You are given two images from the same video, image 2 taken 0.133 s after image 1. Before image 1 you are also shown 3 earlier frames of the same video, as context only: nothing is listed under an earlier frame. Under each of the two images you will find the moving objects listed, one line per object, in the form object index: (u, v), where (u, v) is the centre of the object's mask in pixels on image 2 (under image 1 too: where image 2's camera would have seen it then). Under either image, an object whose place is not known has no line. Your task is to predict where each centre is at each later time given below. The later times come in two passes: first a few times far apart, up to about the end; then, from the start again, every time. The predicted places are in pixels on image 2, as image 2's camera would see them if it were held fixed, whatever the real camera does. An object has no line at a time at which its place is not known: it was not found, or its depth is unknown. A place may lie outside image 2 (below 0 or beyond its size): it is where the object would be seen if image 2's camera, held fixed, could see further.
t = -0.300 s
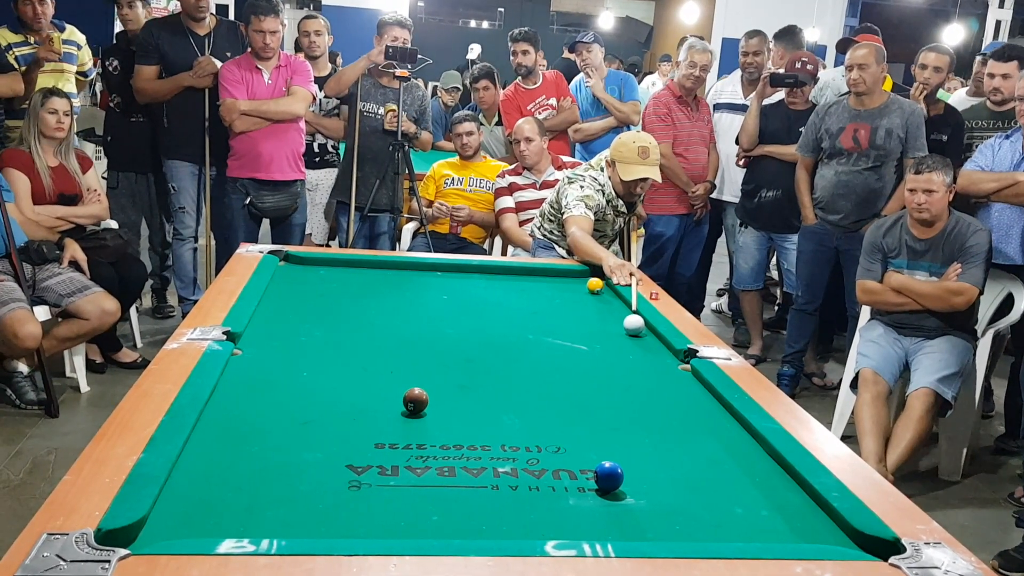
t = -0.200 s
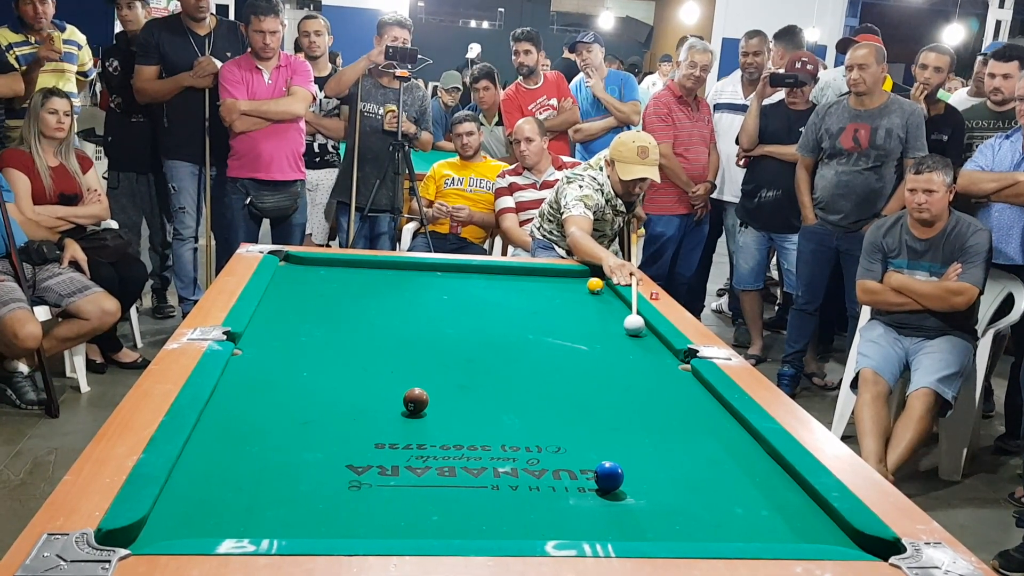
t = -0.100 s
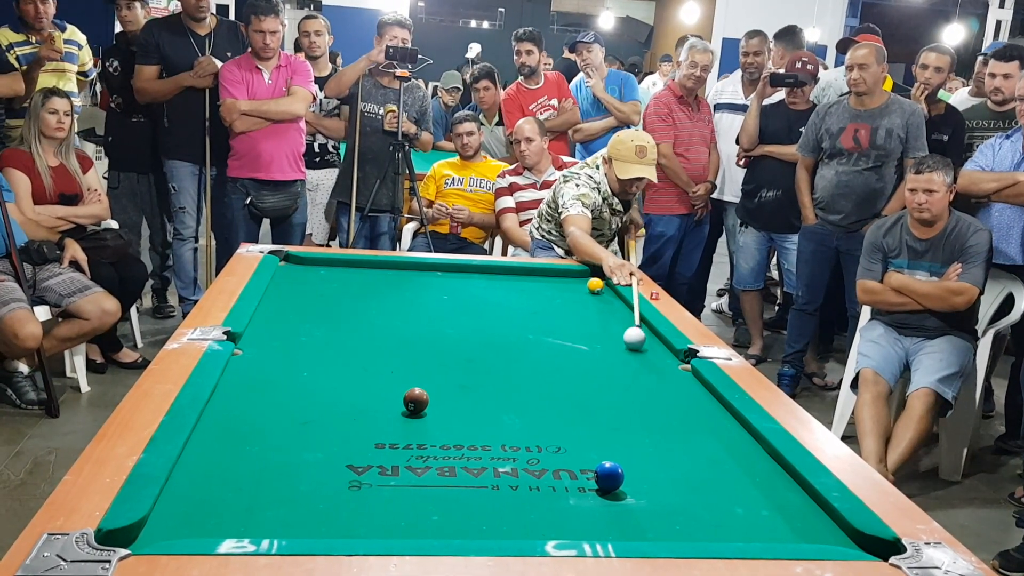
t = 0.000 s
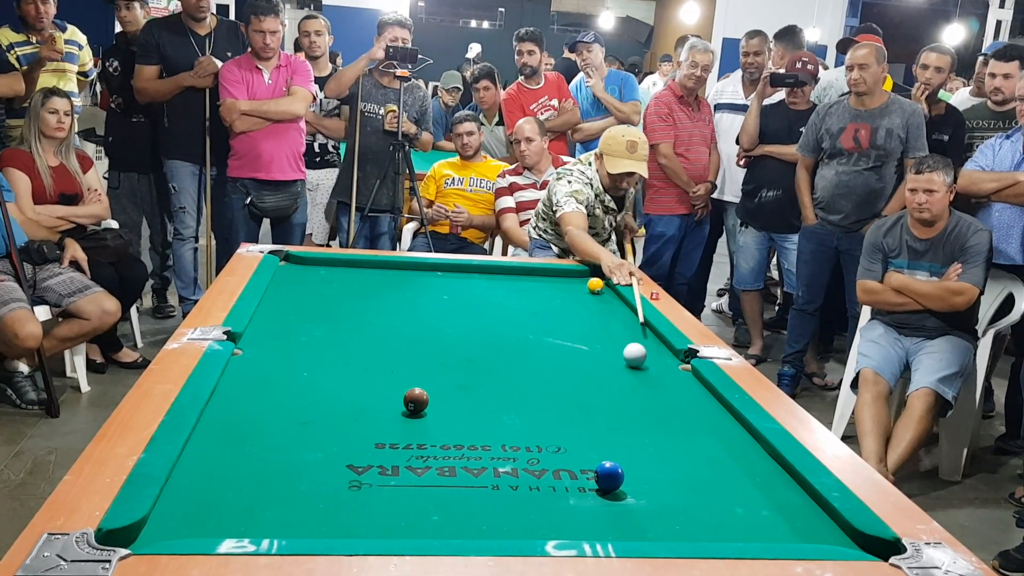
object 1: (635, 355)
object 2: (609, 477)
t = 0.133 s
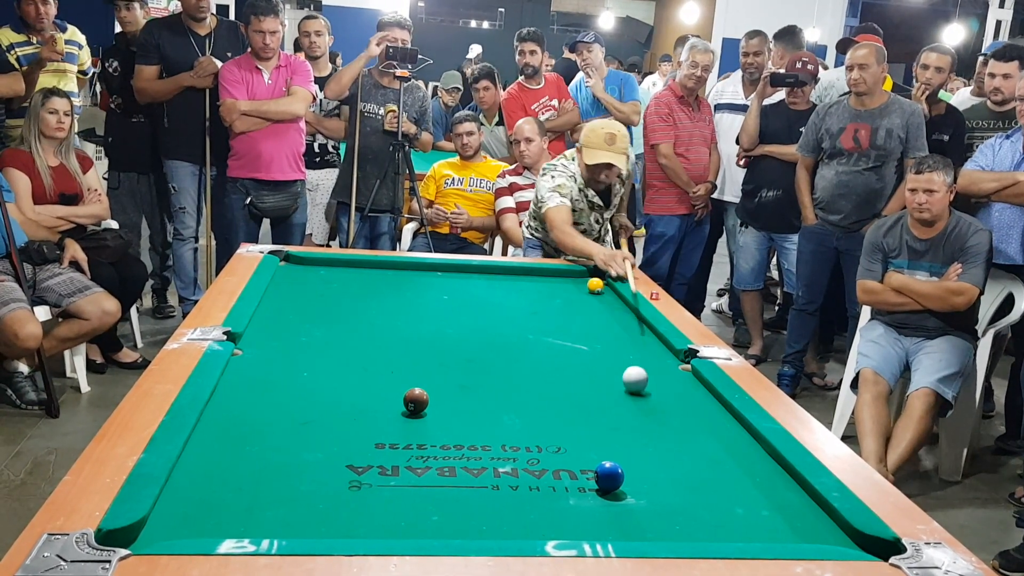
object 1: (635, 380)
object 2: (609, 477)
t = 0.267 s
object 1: (636, 408)
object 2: (609, 477)
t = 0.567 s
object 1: (654, 493)
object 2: (584, 480)
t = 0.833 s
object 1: (663, 500)
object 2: (514, 491)
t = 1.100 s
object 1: (642, 458)
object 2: (444, 501)
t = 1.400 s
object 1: (623, 421)
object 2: (365, 513)
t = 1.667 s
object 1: (610, 395)
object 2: (297, 523)
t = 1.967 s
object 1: (597, 371)
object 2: (222, 528)
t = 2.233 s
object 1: (588, 354)
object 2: (170, 528)
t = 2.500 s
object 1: (581, 339)
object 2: (162, 530)
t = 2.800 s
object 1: (576, 325)
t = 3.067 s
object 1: (573, 315)
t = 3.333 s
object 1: (571, 307)
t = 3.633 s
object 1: (569, 299)
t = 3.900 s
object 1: (566, 293)
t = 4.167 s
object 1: (563, 287)
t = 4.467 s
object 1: (559, 283)
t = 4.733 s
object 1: (555, 279)
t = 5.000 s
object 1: (552, 276)
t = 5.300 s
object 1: (549, 274)
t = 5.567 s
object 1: (547, 273)
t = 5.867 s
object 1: (546, 272)
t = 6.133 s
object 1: (546, 272)
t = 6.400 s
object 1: (547, 272)
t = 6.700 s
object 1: (546, 272)
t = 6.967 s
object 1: (547, 272)
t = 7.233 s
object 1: (546, 272)
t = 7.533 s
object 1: (547, 272)
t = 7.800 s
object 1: (547, 272)
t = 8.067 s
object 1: (547, 272)
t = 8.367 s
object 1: (547, 272)
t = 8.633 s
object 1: (547, 272)
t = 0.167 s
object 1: (635, 387)
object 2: (609, 477)
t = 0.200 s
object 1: (635, 393)
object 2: (608, 477)
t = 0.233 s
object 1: (635, 401)
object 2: (609, 477)
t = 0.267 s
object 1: (636, 408)
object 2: (609, 477)
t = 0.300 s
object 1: (636, 416)
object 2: (609, 477)
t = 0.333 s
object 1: (636, 425)
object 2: (608, 477)
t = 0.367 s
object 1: (636, 433)
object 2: (608, 477)
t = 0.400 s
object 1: (637, 443)
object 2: (609, 477)
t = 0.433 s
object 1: (637, 452)
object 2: (609, 477)
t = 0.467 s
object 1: (637, 462)
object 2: (609, 477)
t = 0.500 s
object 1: (638, 473)
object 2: (607, 476)
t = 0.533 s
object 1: (647, 482)
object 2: (595, 478)
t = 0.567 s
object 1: (654, 493)
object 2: (584, 480)
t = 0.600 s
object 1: (661, 505)
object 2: (575, 482)
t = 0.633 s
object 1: (669, 516)
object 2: (566, 483)
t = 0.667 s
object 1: (677, 526)
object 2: (558, 484)
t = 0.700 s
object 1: (680, 528)
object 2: (549, 485)
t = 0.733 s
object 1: (675, 522)
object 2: (540, 486)
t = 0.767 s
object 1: (670, 514)
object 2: (531, 488)
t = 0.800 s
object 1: (666, 507)
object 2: (522, 489)
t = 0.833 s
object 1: (663, 500)
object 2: (514, 491)
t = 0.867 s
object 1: (660, 494)
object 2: (505, 492)
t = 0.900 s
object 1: (657, 489)
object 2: (496, 493)
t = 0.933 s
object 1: (655, 483)
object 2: (487, 495)
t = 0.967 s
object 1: (652, 478)
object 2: (479, 496)
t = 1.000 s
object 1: (649, 472)
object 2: (470, 497)
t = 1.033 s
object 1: (647, 467)
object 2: (461, 499)
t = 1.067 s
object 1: (644, 462)
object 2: (452, 500)
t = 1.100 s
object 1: (642, 458)
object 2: (444, 501)
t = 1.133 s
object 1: (639, 453)
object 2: (435, 503)
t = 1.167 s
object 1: (637, 449)
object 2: (426, 504)
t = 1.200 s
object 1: (635, 444)
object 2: (417, 505)
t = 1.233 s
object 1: (633, 440)
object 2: (408, 507)
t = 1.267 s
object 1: (631, 436)
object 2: (400, 508)
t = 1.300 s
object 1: (629, 432)
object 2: (391, 510)
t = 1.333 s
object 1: (627, 428)
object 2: (382, 511)
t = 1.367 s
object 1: (625, 425)
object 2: (374, 512)
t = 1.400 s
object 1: (623, 421)
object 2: (365, 513)
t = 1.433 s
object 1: (621, 417)
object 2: (356, 515)
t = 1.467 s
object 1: (619, 414)
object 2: (348, 516)
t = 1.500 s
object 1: (618, 410)
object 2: (339, 517)
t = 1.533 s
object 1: (616, 407)
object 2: (331, 518)
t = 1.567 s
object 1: (614, 404)
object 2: (322, 520)
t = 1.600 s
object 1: (613, 401)
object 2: (314, 521)
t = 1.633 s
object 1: (611, 398)
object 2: (305, 522)
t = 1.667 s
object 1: (610, 395)
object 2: (297, 523)
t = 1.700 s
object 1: (608, 392)
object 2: (288, 523)
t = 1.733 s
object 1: (607, 389)
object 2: (280, 524)
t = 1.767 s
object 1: (605, 386)
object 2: (272, 525)
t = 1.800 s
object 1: (604, 384)
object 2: (264, 526)
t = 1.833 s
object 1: (603, 381)
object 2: (255, 526)
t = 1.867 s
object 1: (601, 379)
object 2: (247, 527)
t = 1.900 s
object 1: (600, 376)
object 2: (239, 527)
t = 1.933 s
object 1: (599, 374)
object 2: (231, 528)
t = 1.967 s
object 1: (597, 371)
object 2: (222, 528)
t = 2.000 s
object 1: (596, 369)
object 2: (214, 529)
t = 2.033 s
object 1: (595, 366)
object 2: (208, 529)
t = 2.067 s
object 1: (594, 364)
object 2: (201, 529)
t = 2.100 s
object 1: (592, 362)
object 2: (195, 529)
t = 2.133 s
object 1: (591, 360)
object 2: (189, 528)
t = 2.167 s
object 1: (590, 358)
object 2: (183, 528)
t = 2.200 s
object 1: (589, 356)
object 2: (177, 528)
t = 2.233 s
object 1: (588, 354)
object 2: (170, 528)
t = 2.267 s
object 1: (587, 352)
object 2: (165, 529)
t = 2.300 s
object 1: (586, 350)
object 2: (159, 529)
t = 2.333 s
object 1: (585, 348)
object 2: (153, 529)
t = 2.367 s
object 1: (584, 346)
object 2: (154, 529)
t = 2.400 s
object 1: (583, 344)
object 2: (156, 529)
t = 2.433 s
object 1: (582, 342)
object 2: (158, 530)
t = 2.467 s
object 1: (582, 341)
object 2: (160, 530)
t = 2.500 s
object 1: (581, 339)
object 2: (162, 530)
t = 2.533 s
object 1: (580, 338)
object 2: (164, 530)
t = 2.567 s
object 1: (580, 336)
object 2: (166, 530)
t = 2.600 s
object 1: (579, 334)
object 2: (168, 530)
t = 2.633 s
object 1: (579, 333)
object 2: (170, 530)
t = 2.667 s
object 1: (578, 331)
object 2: (172, 531)
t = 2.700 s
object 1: (577, 330)
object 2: (174, 531)
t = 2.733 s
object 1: (577, 328)
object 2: (175, 531)
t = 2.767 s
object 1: (576, 327)
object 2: (176, 531)
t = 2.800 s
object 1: (576, 325)
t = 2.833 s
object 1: (576, 324)
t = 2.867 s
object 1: (575, 323)
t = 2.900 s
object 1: (575, 321)
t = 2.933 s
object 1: (574, 320)
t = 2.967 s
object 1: (574, 319)
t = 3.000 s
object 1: (574, 318)
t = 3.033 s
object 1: (574, 317)
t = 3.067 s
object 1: (573, 315)
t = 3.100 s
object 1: (573, 315)
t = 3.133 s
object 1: (573, 313)
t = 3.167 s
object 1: (572, 312)
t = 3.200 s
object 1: (572, 311)
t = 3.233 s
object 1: (572, 310)
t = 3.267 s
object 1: (572, 309)
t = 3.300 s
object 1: (571, 308)
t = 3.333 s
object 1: (571, 307)
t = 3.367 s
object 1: (571, 306)
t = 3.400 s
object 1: (570, 305)
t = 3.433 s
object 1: (570, 304)
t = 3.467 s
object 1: (570, 303)
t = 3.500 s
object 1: (570, 302)
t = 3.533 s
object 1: (569, 302)
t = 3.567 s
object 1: (569, 301)
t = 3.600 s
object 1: (569, 300)
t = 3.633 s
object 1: (569, 299)
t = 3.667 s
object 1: (568, 298)
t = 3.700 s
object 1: (568, 297)
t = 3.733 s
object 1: (568, 296)
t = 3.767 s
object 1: (568, 296)
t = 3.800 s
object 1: (567, 295)
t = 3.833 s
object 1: (567, 294)
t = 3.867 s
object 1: (567, 293)
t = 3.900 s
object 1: (566, 293)
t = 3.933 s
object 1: (566, 292)
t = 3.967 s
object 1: (566, 291)
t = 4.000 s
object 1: (565, 291)
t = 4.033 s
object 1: (565, 290)
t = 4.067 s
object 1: (564, 289)
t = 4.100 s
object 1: (564, 289)
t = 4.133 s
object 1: (563, 288)
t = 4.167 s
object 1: (563, 287)
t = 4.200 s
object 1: (562, 287)
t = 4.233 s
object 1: (562, 286)
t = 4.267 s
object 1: (561, 286)
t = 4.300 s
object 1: (561, 285)
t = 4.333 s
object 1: (560, 285)
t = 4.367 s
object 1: (560, 284)
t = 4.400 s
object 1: (560, 284)
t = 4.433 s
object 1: (559, 283)
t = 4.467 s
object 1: (559, 283)
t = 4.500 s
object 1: (558, 282)
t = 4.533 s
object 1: (558, 282)
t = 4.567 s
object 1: (557, 281)
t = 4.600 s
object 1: (557, 281)
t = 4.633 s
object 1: (556, 280)
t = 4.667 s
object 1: (556, 280)
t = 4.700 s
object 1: (556, 279)
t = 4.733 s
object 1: (555, 279)
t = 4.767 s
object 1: (555, 279)
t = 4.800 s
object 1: (554, 278)
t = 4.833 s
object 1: (554, 278)
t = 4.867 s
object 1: (554, 277)
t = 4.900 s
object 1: (553, 277)
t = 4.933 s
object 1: (553, 277)
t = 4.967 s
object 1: (553, 277)
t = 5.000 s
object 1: (552, 276)
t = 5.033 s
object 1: (552, 276)
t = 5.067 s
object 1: (552, 276)
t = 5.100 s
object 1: (551, 275)
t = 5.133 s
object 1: (551, 275)
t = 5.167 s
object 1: (550, 275)
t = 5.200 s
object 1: (550, 274)
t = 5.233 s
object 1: (550, 274)
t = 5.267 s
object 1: (550, 274)
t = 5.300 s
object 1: (549, 274)
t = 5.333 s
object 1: (549, 273)
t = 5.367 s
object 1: (549, 273)
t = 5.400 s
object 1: (548, 273)
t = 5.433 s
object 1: (548, 273)
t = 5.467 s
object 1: (548, 273)
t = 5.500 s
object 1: (548, 273)
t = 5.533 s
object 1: (547, 273)
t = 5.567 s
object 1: (547, 273)
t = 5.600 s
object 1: (547, 272)
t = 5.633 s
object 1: (547, 272)
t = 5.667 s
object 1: (547, 272)
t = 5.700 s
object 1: (547, 272)
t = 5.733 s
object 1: (547, 272)
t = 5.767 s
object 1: (547, 272)
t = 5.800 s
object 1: (546, 272)
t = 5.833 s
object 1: (546, 272)
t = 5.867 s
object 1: (546, 272)
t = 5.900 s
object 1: (546, 272)
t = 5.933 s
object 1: (546, 272)
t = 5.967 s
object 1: (546, 272)
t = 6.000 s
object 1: (546, 272)
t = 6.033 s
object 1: (546, 272)
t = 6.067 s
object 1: (546, 272)
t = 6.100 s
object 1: (546, 272)
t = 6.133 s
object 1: (546, 272)
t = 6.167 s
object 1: (546, 272)
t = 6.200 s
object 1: (546, 272)
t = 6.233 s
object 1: (546, 272)
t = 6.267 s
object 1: (547, 272)
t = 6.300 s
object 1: (547, 272)
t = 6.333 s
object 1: (547, 272)
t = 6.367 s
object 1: (547, 272)
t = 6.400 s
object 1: (547, 272)
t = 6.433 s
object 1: (547, 272)
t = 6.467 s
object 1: (547, 272)
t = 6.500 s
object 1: (547, 272)
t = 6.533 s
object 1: (547, 272)
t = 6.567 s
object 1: (547, 272)
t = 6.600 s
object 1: (547, 272)
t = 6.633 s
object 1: (546, 272)
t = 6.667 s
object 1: (546, 272)
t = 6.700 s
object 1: (546, 272)
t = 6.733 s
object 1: (546, 272)
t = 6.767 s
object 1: (546, 272)
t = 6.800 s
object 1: (547, 272)
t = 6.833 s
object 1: (547, 272)
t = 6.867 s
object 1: (547, 272)
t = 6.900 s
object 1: (547, 272)
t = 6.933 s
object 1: (547, 272)
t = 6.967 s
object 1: (547, 272)
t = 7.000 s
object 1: (547, 272)
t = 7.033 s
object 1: (547, 272)
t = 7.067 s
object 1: (547, 272)
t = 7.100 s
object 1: (547, 272)
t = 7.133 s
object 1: (546, 272)
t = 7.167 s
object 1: (546, 272)
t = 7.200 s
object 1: (546, 272)
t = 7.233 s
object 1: (546, 272)
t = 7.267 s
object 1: (547, 272)
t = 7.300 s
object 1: (546, 272)
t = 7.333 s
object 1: (546, 272)
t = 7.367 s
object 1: (547, 272)
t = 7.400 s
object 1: (547, 272)
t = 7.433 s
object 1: (546, 272)
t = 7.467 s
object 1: (547, 272)
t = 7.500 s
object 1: (547, 272)
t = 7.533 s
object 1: (547, 272)
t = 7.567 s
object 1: (547, 272)
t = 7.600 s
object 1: (547, 272)
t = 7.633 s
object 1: (547, 272)
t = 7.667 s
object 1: (547, 272)
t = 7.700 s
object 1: (547, 272)
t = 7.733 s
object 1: (547, 272)
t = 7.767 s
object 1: (547, 272)
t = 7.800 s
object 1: (547, 272)
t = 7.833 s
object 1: (547, 272)
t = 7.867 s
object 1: (547, 272)
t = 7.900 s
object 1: (547, 272)
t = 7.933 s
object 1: (547, 272)
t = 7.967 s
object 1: (547, 272)
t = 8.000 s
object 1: (547, 272)
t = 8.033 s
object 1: (547, 272)
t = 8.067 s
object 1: (547, 272)
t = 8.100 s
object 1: (547, 272)
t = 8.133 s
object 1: (547, 272)
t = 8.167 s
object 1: (547, 272)
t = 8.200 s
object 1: (547, 272)
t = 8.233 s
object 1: (547, 272)
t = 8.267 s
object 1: (547, 272)
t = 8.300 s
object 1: (547, 272)
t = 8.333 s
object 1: (547, 272)
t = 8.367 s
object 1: (547, 272)
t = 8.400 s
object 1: (547, 272)
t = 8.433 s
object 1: (547, 272)
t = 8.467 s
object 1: (547, 272)
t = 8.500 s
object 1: (547, 272)
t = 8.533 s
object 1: (547, 272)
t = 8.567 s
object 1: (547, 272)
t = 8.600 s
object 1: (547, 272)
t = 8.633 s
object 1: (547, 272)
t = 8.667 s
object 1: (547, 272)
